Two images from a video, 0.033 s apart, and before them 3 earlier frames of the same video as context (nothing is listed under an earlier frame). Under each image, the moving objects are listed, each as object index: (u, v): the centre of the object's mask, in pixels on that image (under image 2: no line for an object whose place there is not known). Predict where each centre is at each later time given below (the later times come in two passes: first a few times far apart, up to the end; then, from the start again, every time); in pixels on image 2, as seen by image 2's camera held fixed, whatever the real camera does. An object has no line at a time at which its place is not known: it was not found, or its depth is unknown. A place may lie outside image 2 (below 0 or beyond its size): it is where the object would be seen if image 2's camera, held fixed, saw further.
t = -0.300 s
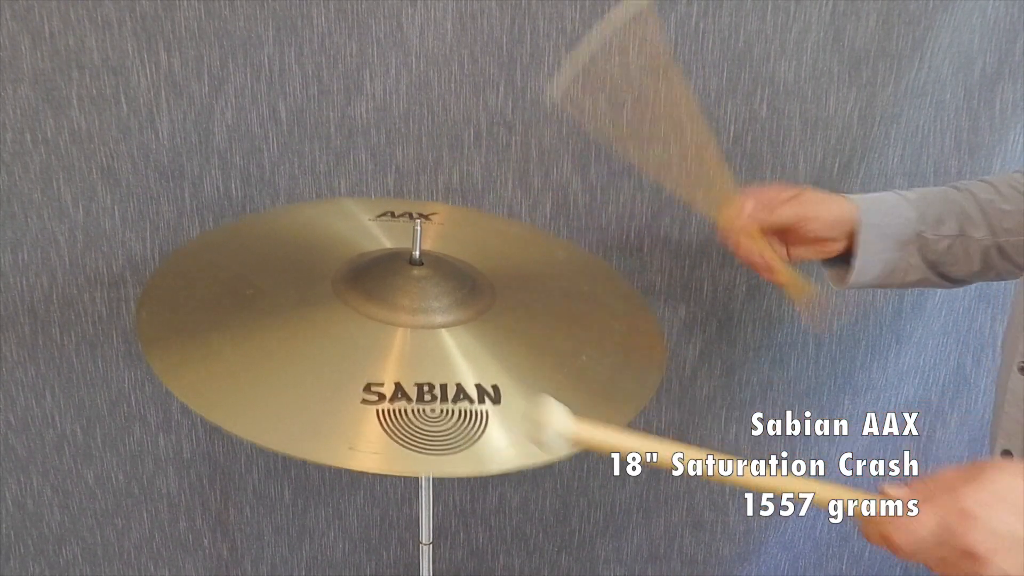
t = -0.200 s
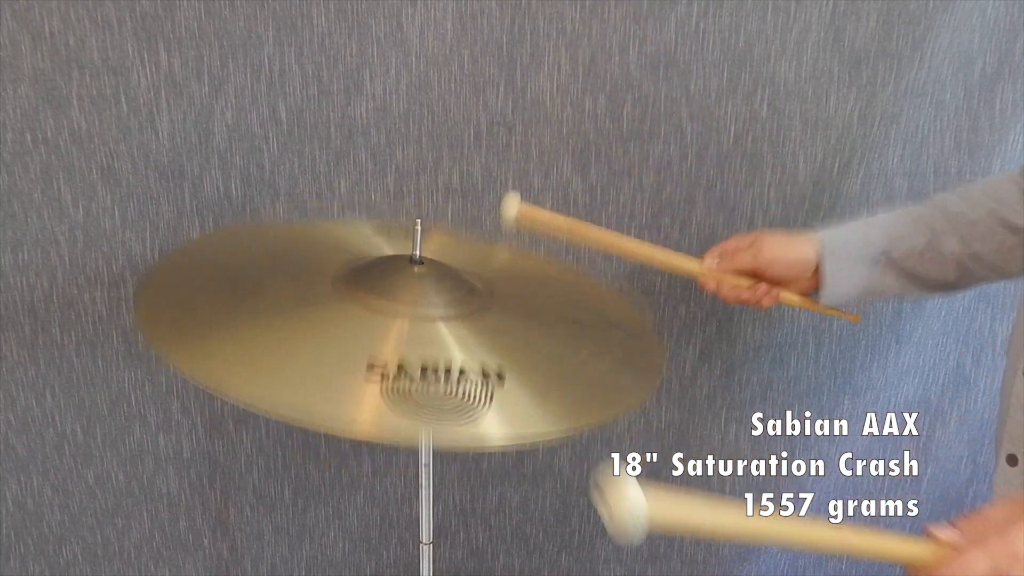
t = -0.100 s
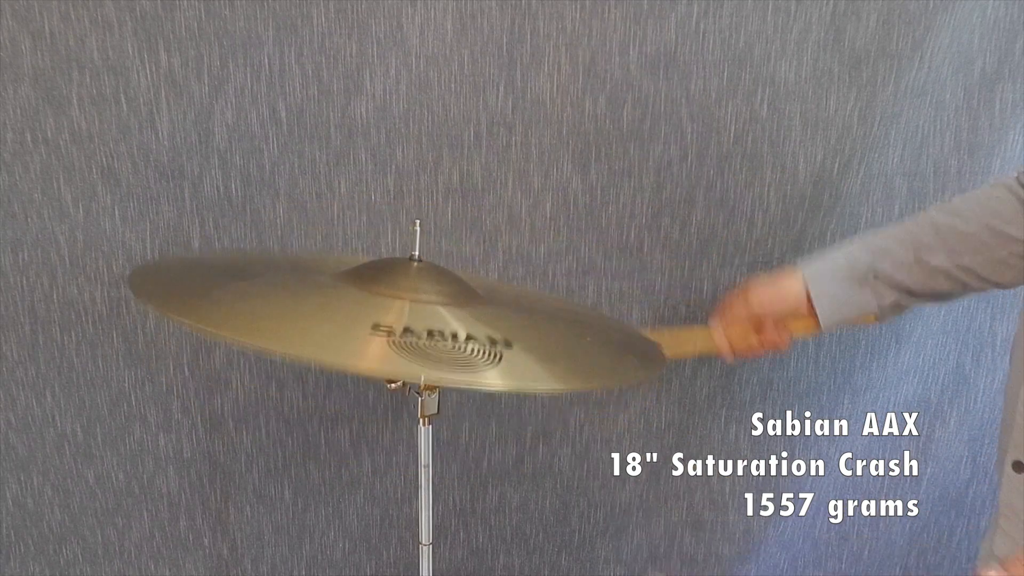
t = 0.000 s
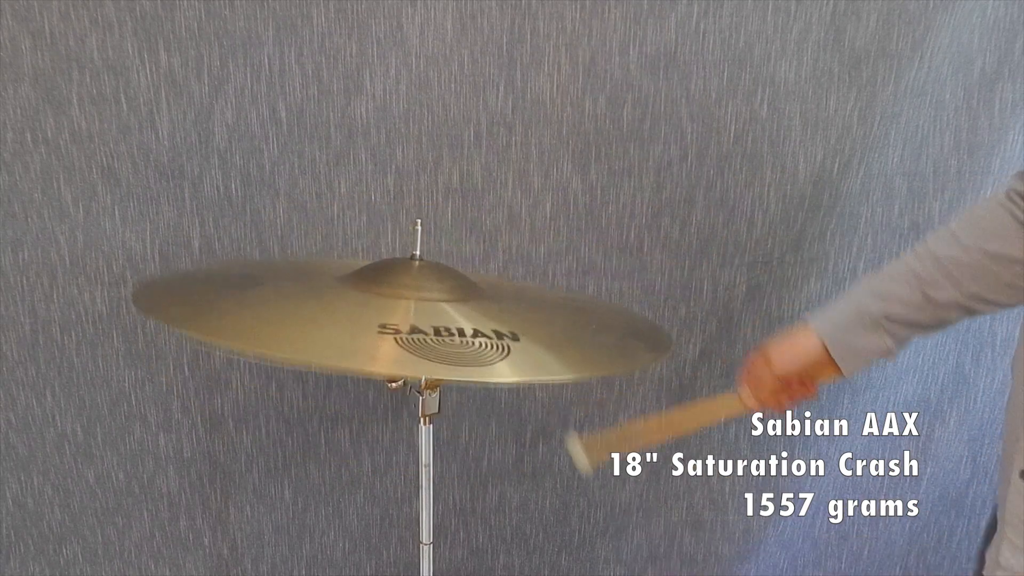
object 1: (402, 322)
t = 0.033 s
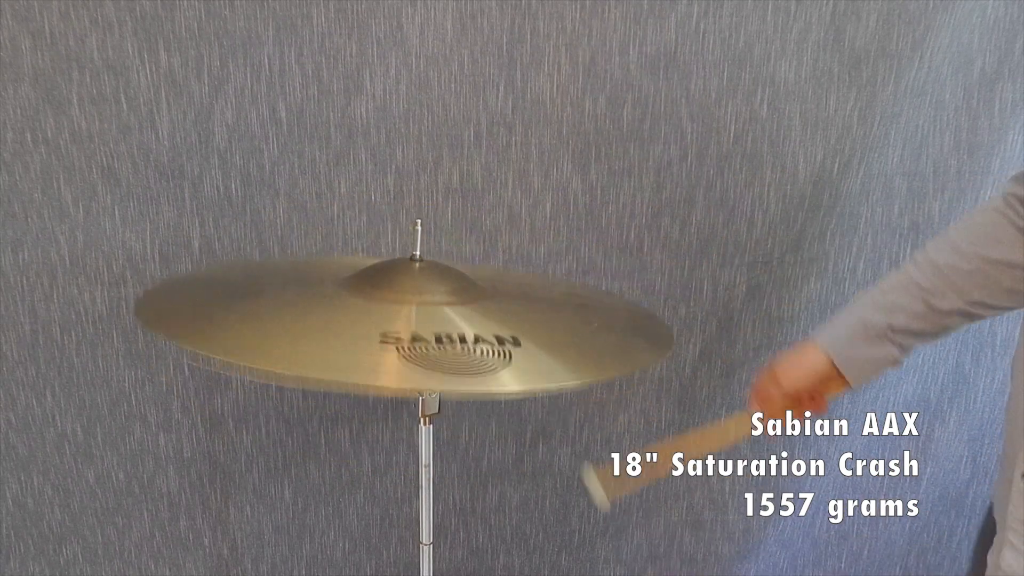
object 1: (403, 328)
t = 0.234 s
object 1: (411, 340)
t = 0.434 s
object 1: (403, 338)
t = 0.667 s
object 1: (402, 331)
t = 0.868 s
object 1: (405, 340)
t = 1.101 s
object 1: (402, 338)
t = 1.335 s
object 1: (403, 335)
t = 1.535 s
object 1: (404, 340)
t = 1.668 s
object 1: (403, 341)
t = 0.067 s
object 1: (405, 333)
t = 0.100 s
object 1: (406, 337)
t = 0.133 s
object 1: (408, 340)
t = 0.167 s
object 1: (410, 341)
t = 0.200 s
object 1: (411, 341)
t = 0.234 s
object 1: (411, 340)
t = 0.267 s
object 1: (411, 337)
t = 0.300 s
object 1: (409, 336)
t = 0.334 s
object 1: (408, 335)
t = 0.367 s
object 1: (406, 335)
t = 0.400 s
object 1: (405, 337)
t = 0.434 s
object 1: (403, 338)
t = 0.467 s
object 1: (402, 339)
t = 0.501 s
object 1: (401, 338)
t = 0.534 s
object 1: (400, 337)
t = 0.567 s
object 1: (401, 335)
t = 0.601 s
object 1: (401, 332)
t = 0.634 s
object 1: (402, 332)
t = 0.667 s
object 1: (402, 331)
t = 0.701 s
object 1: (403, 332)
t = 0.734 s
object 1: (404, 333)
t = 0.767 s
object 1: (405, 335)
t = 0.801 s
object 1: (405, 337)
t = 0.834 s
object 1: (406, 339)
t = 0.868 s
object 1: (405, 340)
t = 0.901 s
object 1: (406, 341)
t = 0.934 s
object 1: (405, 340)
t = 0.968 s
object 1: (405, 339)
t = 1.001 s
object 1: (404, 338)
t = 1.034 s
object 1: (403, 337)
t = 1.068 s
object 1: (403, 337)
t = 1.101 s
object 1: (402, 338)
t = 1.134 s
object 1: (402, 337)
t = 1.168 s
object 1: (402, 337)
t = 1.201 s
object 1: (402, 336)
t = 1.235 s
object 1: (403, 336)
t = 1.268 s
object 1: (403, 335)
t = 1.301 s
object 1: (403, 335)
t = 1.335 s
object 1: (403, 335)
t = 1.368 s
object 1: (403, 336)
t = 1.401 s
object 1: (403, 337)
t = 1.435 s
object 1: (403, 338)
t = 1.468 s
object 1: (403, 339)
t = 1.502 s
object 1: (403, 340)
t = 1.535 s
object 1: (404, 340)
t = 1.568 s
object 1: (403, 341)
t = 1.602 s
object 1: (403, 341)
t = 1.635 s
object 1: (403, 341)
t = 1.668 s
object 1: (403, 341)
